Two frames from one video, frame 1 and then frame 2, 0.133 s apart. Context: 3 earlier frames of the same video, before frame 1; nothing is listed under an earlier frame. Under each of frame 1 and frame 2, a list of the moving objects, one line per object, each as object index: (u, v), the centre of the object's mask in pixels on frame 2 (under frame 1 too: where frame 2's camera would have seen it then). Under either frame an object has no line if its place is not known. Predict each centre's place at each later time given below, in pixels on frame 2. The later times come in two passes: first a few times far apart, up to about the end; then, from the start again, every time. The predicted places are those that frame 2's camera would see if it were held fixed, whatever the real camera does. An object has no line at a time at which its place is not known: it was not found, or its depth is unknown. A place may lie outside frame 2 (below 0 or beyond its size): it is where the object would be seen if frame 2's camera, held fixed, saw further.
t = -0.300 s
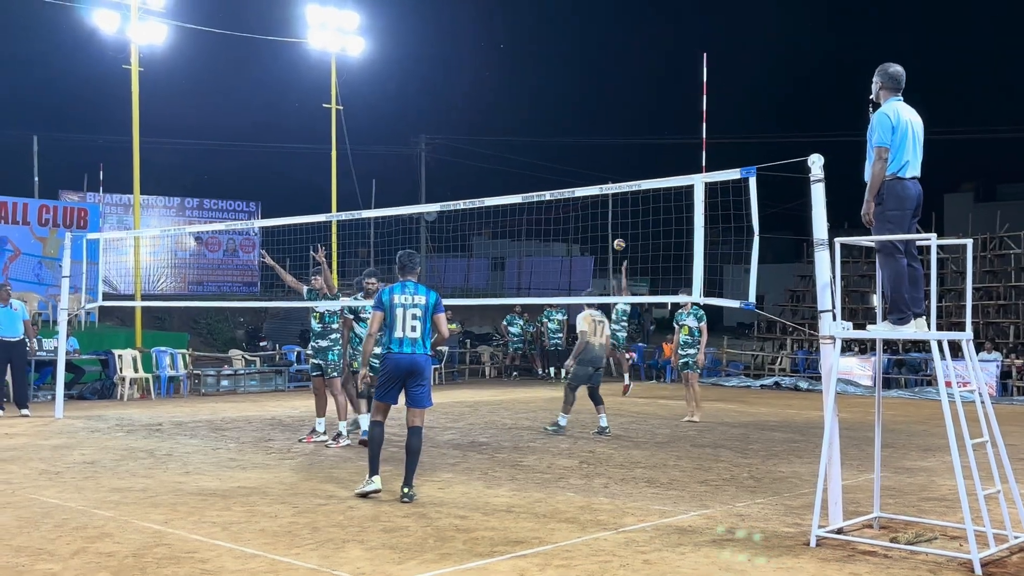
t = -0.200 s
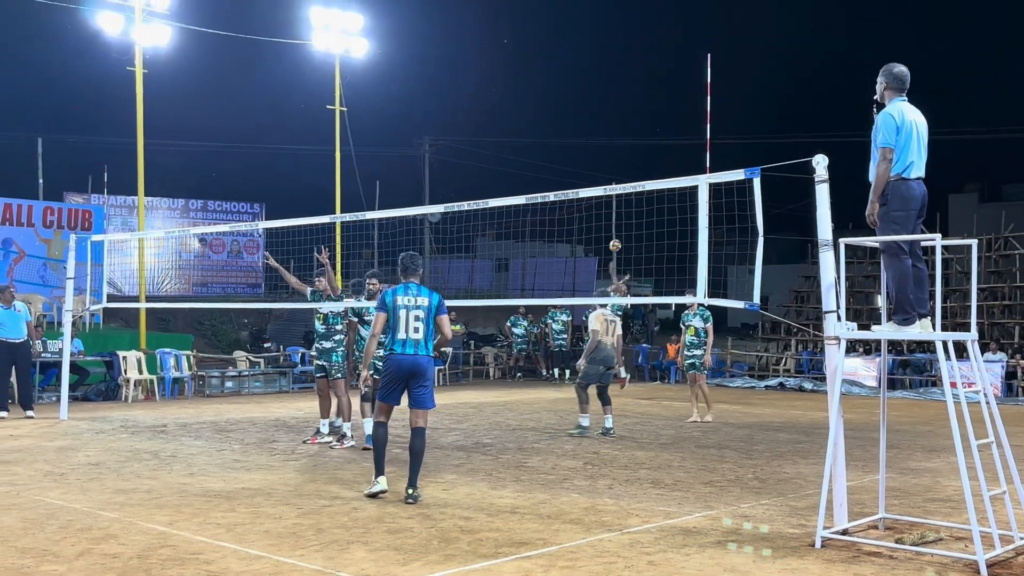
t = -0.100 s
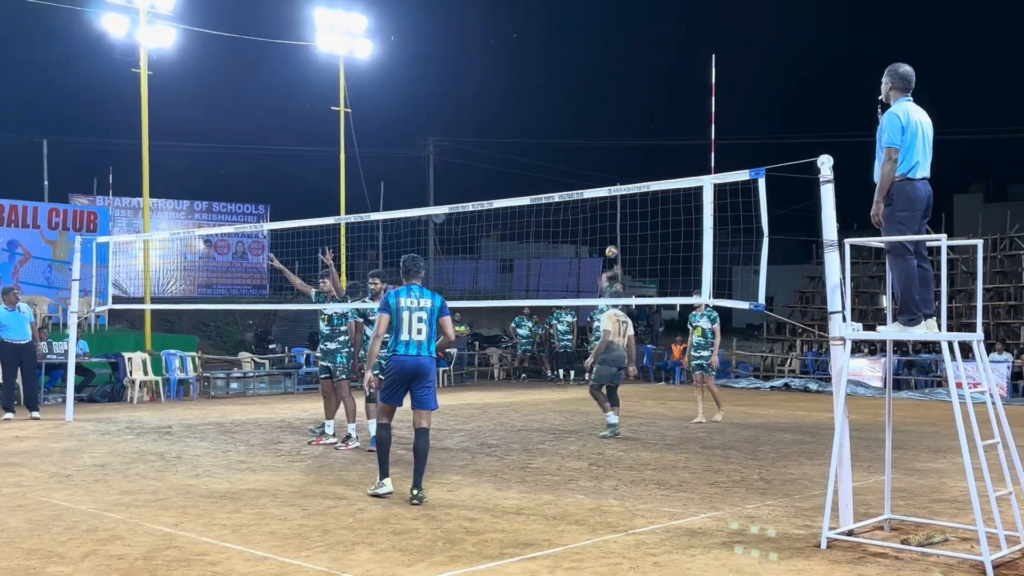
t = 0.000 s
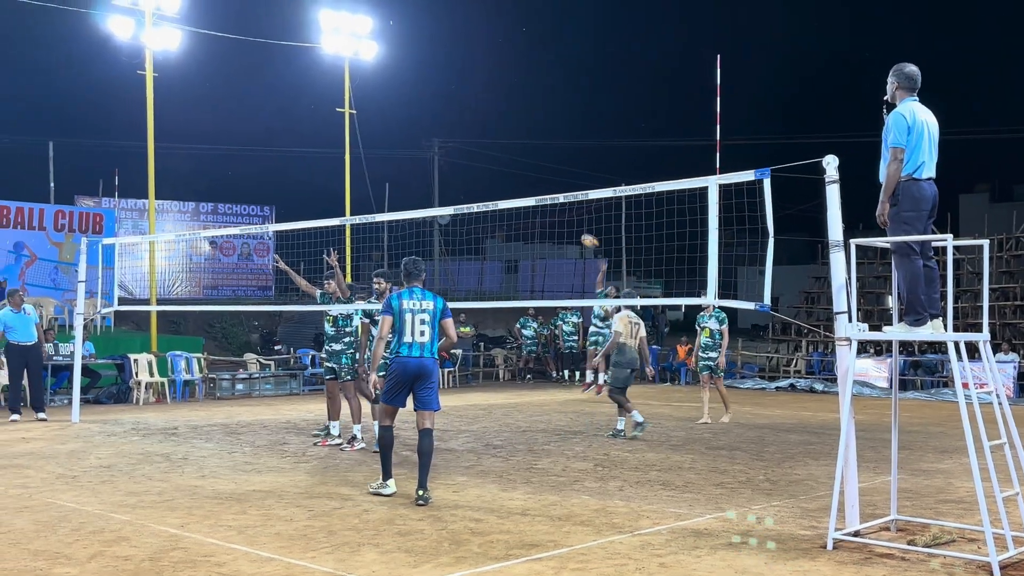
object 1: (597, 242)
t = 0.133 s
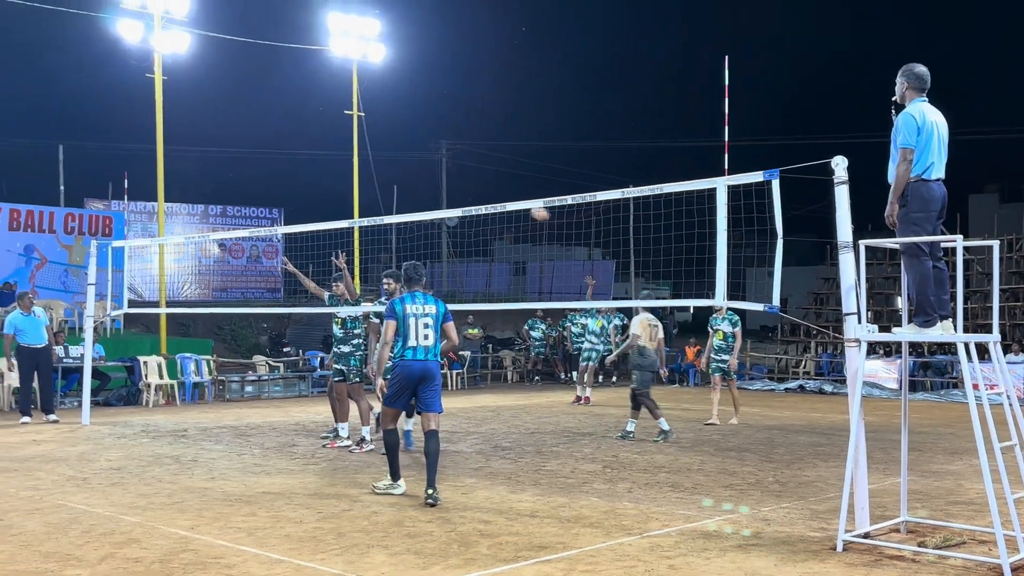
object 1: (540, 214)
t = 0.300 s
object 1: (449, 188)
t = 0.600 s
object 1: (216, 172)
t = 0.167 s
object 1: (525, 211)
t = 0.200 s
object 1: (505, 199)
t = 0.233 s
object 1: (488, 197)
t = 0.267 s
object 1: (469, 192)
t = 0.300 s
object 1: (449, 188)
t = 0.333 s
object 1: (429, 184)
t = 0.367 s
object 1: (406, 181)
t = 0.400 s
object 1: (384, 177)
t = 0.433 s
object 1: (359, 174)
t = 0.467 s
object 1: (333, 172)
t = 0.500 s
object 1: (306, 171)
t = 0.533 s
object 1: (277, 171)
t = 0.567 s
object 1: (248, 171)
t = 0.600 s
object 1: (216, 172)
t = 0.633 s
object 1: (183, 174)
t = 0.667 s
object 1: (145, 176)
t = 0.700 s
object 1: (109, 180)
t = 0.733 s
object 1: (69, 186)
